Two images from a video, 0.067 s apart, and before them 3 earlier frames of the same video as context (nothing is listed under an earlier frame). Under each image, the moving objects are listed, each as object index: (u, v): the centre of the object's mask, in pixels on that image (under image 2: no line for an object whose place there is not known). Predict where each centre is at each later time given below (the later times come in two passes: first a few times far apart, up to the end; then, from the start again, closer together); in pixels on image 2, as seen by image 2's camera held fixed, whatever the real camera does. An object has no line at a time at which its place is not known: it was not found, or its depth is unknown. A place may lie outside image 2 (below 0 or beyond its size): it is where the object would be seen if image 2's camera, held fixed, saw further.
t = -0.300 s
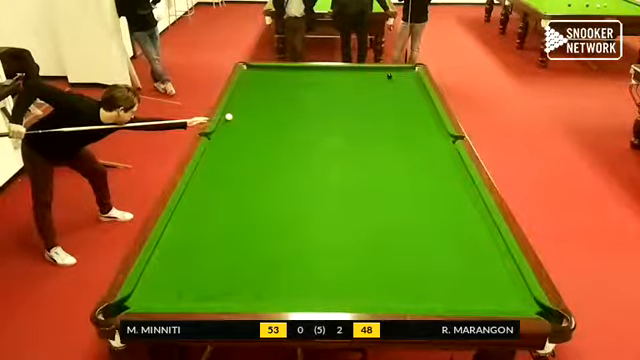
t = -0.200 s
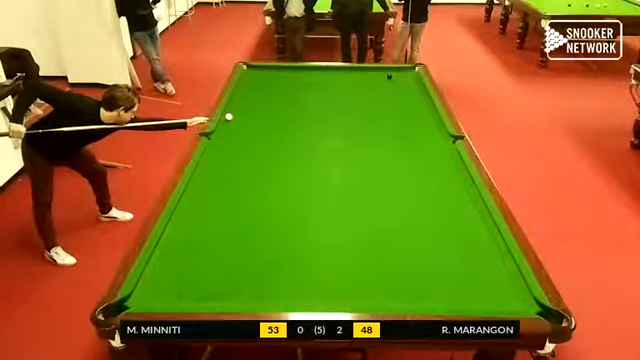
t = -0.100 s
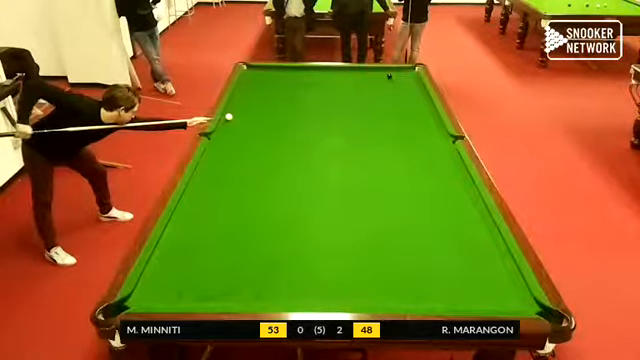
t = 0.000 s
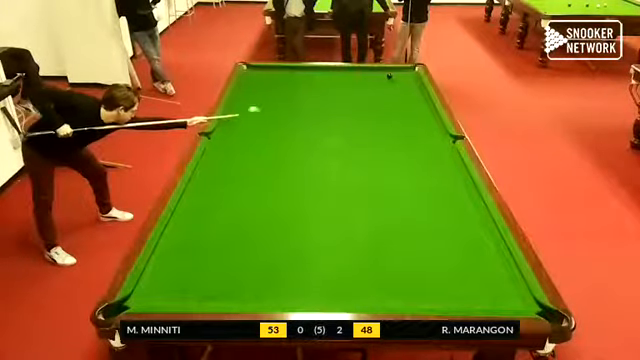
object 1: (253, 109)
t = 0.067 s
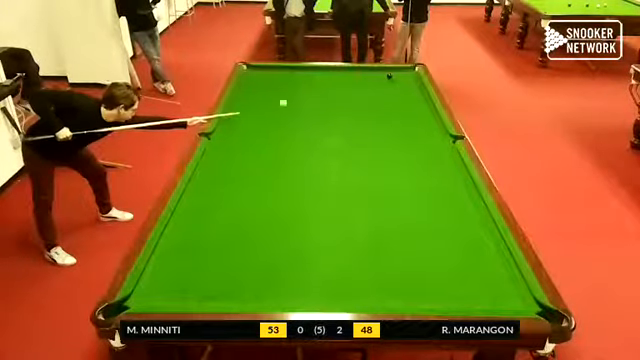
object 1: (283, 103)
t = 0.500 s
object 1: (389, 76)
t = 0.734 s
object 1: (405, 74)
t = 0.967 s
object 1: (408, 71)
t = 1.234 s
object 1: (394, 68)
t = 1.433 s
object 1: (385, 68)
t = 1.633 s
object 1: (377, 69)
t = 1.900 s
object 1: (369, 70)
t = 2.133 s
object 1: (363, 71)
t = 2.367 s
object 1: (356, 72)
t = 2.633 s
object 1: (350, 73)
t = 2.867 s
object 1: (345, 74)
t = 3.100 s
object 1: (341, 74)
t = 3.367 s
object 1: (336, 75)
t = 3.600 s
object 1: (333, 75)
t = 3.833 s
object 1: (331, 75)
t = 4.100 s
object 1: (328, 75)
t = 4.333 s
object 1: (327, 76)
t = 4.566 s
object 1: (326, 76)
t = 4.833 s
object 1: (325, 76)
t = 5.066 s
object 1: (325, 76)
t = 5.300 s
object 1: (325, 76)
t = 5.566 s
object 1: (325, 76)
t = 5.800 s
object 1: (325, 76)
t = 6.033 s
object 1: (325, 76)
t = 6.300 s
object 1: (325, 76)
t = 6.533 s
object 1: (325, 76)
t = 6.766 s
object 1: (325, 76)
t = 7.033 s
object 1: (325, 76)
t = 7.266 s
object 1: (325, 76)
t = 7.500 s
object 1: (325, 76)
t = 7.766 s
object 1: (325, 76)
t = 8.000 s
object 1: (325, 76)
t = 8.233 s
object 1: (325, 76)
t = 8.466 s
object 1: (325, 76)
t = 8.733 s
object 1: (325, 76)
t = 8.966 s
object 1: (325, 76)
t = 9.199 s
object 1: (325, 76)
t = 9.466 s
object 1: (325, 76)
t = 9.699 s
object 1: (325, 76)
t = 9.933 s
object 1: (325, 76)
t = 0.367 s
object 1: (384, 76)
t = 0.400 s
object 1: (386, 76)
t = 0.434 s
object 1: (387, 76)
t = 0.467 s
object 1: (389, 76)
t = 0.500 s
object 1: (389, 76)
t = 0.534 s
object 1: (391, 76)
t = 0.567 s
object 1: (393, 76)
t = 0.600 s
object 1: (395, 75)
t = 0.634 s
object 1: (399, 75)
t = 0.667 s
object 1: (400, 75)
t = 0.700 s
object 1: (403, 74)
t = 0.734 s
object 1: (405, 74)
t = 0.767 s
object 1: (408, 73)
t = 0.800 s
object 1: (411, 72)
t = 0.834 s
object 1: (414, 72)
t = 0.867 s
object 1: (414, 71)
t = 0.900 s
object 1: (412, 71)
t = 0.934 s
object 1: (410, 71)
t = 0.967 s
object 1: (408, 71)
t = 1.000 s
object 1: (406, 70)
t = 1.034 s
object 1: (404, 70)
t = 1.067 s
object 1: (403, 70)
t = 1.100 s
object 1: (401, 70)
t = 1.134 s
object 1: (399, 69)
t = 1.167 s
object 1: (397, 69)
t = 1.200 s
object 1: (395, 69)
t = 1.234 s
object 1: (394, 68)
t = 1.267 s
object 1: (392, 68)
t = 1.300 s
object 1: (391, 68)
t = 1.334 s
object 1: (390, 68)
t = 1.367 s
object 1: (389, 68)
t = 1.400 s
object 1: (387, 68)
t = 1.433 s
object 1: (385, 68)
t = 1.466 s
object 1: (384, 69)
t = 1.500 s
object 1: (383, 69)
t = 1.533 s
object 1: (382, 69)
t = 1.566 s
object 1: (381, 69)
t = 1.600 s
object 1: (379, 69)
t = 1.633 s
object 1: (377, 69)
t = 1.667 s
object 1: (377, 69)
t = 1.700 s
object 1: (375, 70)
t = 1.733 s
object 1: (374, 70)
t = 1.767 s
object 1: (373, 70)
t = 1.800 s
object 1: (373, 70)
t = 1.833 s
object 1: (372, 70)
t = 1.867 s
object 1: (370, 70)
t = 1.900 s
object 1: (369, 70)
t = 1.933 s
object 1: (368, 70)
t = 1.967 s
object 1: (368, 70)
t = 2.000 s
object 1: (367, 71)
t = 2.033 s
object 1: (366, 70)
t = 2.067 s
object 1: (365, 70)
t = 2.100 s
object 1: (364, 70)
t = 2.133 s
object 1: (363, 71)
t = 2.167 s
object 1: (362, 71)
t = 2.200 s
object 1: (361, 71)
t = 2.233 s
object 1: (360, 72)
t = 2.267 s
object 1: (359, 72)
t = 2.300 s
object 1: (358, 72)
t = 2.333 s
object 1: (357, 72)
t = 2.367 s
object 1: (356, 72)
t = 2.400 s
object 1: (355, 72)
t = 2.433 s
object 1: (355, 73)
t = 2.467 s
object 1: (354, 73)
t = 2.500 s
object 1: (353, 73)
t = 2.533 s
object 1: (352, 73)
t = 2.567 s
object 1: (352, 73)
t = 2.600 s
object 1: (351, 73)
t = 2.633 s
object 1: (350, 73)
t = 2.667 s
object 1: (349, 73)
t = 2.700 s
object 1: (349, 73)
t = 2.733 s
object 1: (348, 73)
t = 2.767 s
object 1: (348, 73)
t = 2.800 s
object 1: (346, 74)
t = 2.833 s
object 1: (346, 74)
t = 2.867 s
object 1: (345, 74)
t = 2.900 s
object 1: (345, 74)
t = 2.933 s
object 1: (345, 74)
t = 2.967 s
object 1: (343, 74)
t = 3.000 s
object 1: (343, 74)
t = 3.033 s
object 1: (342, 74)
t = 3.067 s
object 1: (341, 74)
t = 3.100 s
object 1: (341, 74)
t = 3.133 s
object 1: (340, 74)
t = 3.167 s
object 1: (340, 74)
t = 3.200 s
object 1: (339, 74)
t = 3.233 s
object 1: (339, 74)
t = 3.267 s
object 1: (338, 75)
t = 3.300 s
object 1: (338, 74)
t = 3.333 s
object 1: (336, 75)
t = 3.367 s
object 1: (336, 75)
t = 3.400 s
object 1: (336, 75)
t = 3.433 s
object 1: (335, 75)
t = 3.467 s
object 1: (335, 75)
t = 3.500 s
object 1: (334, 75)
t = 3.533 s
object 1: (334, 75)
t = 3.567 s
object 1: (333, 75)
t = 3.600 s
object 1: (333, 75)
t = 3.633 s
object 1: (333, 75)
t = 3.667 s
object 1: (333, 75)
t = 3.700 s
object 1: (333, 75)
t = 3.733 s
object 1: (332, 75)
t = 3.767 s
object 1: (332, 75)
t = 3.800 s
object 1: (331, 75)
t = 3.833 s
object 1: (331, 75)
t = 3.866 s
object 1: (330, 75)
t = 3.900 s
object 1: (330, 75)
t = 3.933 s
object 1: (330, 76)
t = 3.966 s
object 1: (329, 76)
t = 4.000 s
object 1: (329, 76)
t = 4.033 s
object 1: (329, 76)
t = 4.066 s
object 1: (329, 75)
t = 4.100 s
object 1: (328, 75)
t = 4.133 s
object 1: (328, 75)
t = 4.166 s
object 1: (328, 76)
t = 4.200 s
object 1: (328, 76)
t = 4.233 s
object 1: (327, 76)
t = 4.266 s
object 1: (327, 76)
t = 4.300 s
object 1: (327, 76)
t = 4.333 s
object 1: (327, 76)
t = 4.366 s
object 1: (326, 76)
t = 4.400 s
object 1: (326, 76)
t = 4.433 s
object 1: (326, 76)
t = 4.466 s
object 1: (326, 76)
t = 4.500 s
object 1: (326, 76)
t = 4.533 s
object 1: (326, 76)
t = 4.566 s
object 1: (326, 76)
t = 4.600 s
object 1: (326, 76)
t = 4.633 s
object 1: (326, 76)
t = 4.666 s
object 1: (325, 76)
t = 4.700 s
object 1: (325, 76)
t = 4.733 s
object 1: (325, 76)
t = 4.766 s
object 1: (325, 76)
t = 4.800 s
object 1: (325, 76)
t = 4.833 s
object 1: (325, 76)
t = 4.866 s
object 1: (325, 76)
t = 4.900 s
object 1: (325, 76)
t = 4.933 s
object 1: (325, 76)
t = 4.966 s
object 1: (325, 76)
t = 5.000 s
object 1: (325, 76)
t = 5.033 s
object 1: (325, 76)
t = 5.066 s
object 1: (325, 76)
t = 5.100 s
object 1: (325, 76)
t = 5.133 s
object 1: (325, 76)
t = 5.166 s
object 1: (325, 76)
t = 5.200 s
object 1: (325, 76)
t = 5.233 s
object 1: (325, 76)
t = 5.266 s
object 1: (325, 76)
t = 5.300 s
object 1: (325, 76)
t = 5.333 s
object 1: (325, 76)
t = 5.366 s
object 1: (325, 76)
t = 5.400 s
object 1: (325, 76)
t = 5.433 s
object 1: (325, 76)
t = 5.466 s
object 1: (325, 76)
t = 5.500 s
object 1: (325, 76)
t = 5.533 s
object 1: (325, 76)
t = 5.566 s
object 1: (325, 76)
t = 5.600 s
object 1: (325, 76)
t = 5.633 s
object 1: (325, 76)
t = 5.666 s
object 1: (325, 76)
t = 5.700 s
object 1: (325, 76)
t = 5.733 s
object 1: (325, 76)
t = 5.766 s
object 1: (325, 76)
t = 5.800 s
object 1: (325, 76)
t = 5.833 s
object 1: (325, 76)
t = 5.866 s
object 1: (325, 76)
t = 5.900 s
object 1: (325, 76)
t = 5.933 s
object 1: (325, 76)
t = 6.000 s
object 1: (325, 76)
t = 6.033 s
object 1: (325, 76)
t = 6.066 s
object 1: (325, 76)
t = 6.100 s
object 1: (325, 76)
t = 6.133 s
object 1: (325, 76)
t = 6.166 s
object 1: (325, 76)
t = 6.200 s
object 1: (325, 76)
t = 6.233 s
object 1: (325, 76)
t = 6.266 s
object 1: (325, 76)
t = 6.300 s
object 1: (325, 76)
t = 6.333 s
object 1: (325, 76)
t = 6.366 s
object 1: (325, 76)
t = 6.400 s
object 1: (325, 76)
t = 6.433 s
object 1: (325, 76)
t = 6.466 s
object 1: (325, 76)
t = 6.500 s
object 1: (325, 76)
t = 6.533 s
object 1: (325, 76)
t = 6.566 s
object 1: (324, 76)
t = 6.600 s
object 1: (325, 76)
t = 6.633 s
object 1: (325, 76)
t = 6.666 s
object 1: (324, 76)
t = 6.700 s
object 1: (325, 76)
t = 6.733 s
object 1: (325, 76)
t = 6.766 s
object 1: (325, 76)
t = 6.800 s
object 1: (325, 76)
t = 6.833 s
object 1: (325, 76)
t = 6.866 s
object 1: (325, 76)
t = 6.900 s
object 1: (325, 76)
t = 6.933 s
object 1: (325, 76)
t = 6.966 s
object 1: (325, 76)
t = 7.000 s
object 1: (325, 76)
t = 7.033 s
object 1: (325, 76)
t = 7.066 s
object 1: (325, 76)
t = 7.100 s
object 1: (325, 76)
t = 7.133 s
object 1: (325, 76)
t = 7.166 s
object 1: (325, 76)
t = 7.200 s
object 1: (325, 76)
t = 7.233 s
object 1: (325, 76)
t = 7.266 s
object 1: (325, 76)
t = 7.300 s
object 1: (325, 76)
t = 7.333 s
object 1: (325, 76)
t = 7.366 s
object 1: (325, 76)
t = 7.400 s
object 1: (325, 76)
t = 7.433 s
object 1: (325, 76)
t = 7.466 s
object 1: (325, 76)
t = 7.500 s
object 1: (325, 76)
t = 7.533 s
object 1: (325, 76)
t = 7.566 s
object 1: (325, 76)
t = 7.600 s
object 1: (325, 76)
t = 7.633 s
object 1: (325, 76)
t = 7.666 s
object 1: (325, 76)
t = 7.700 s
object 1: (325, 76)
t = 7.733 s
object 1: (325, 76)
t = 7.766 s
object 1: (325, 76)
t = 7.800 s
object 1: (325, 76)
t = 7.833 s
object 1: (325, 76)
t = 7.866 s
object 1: (325, 76)
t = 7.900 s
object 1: (325, 76)
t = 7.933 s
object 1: (325, 76)
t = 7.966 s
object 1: (325, 76)
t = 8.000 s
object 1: (325, 76)
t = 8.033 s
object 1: (325, 76)
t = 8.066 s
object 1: (325, 76)
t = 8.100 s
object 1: (325, 76)
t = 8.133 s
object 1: (325, 76)
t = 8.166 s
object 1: (325, 76)
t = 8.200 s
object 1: (325, 76)
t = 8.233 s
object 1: (325, 76)
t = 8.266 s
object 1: (325, 76)
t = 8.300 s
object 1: (325, 76)
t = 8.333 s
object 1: (325, 76)
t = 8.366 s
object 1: (325, 76)
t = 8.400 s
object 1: (325, 76)
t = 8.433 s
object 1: (325, 76)
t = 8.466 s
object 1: (325, 76)
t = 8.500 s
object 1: (325, 76)
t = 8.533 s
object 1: (325, 76)
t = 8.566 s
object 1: (325, 76)
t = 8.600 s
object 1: (325, 76)
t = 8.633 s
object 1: (325, 76)
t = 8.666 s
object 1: (325, 76)
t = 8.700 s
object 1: (325, 76)
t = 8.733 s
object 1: (325, 76)
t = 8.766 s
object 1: (325, 76)
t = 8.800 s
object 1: (325, 76)
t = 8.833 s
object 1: (325, 76)
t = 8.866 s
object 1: (325, 76)
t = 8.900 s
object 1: (325, 76)
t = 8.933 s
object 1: (325, 76)
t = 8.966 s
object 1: (325, 76)
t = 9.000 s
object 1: (325, 76)
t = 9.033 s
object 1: (325, 76)
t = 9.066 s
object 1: (325, 76)
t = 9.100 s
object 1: (325, 76)
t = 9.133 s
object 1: (325, 76)
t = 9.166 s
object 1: (325, 76)
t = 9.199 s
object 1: (325, 76)
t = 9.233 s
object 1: (325, 76)
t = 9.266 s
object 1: (325, 76)
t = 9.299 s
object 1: (325, 76)
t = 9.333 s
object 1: (325, 76)
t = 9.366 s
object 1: (325, 76)
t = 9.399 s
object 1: (325, 76)
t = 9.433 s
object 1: (325, 76)
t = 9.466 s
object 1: (325, 76)
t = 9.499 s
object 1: (325, 76)
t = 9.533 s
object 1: (325, 76)
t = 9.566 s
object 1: (325, 76)
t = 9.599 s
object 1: (325, 76)
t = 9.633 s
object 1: (325, 76)
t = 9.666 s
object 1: (325, 76)
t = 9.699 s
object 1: (325, 76)
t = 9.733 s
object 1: (325, 76)
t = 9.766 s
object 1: (325, 76)
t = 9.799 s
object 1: (325, 76)
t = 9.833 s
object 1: (325, 76)
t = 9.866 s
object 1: (325, 76)
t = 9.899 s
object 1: (325, 76)
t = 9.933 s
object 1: (325, 76)
